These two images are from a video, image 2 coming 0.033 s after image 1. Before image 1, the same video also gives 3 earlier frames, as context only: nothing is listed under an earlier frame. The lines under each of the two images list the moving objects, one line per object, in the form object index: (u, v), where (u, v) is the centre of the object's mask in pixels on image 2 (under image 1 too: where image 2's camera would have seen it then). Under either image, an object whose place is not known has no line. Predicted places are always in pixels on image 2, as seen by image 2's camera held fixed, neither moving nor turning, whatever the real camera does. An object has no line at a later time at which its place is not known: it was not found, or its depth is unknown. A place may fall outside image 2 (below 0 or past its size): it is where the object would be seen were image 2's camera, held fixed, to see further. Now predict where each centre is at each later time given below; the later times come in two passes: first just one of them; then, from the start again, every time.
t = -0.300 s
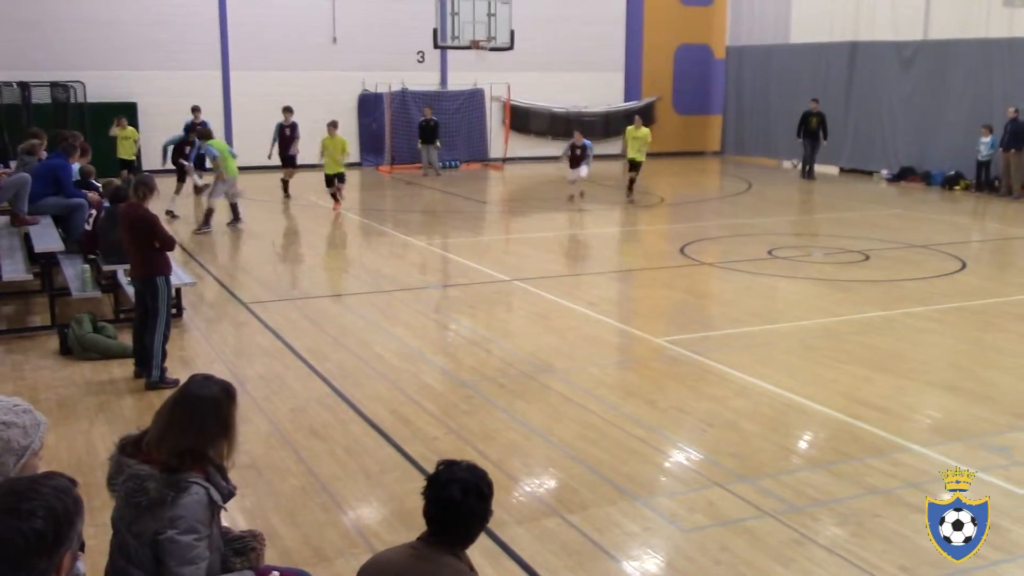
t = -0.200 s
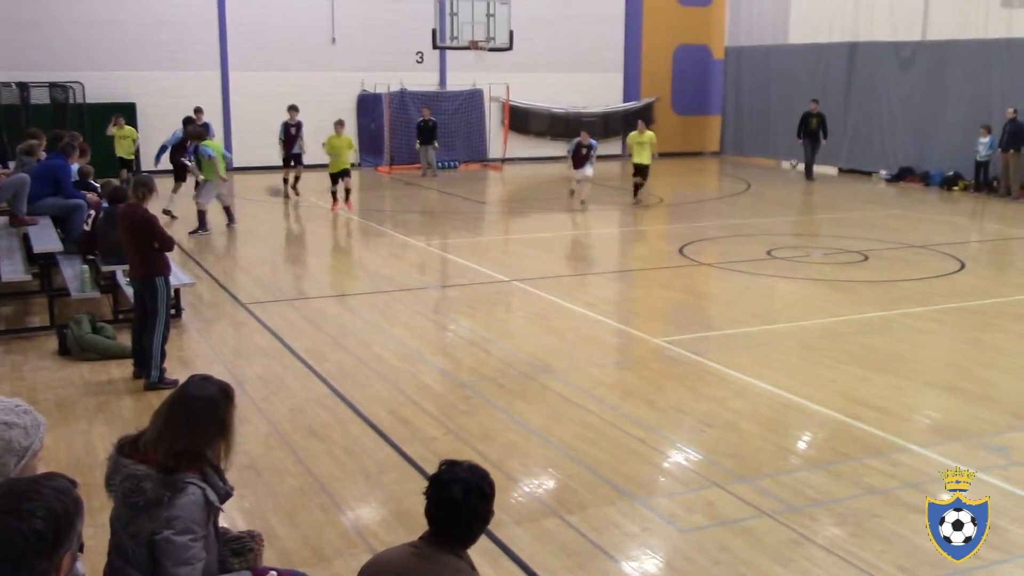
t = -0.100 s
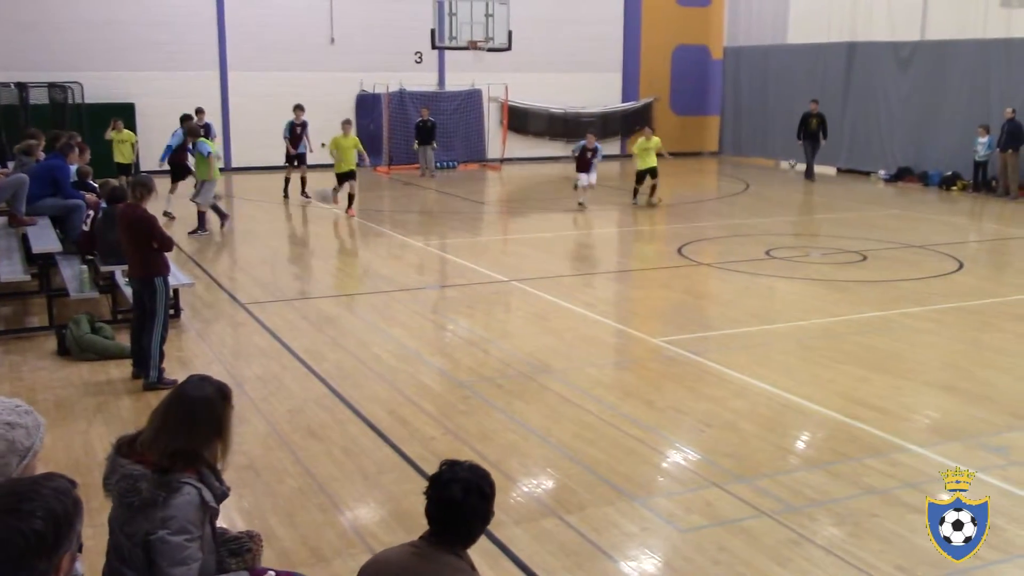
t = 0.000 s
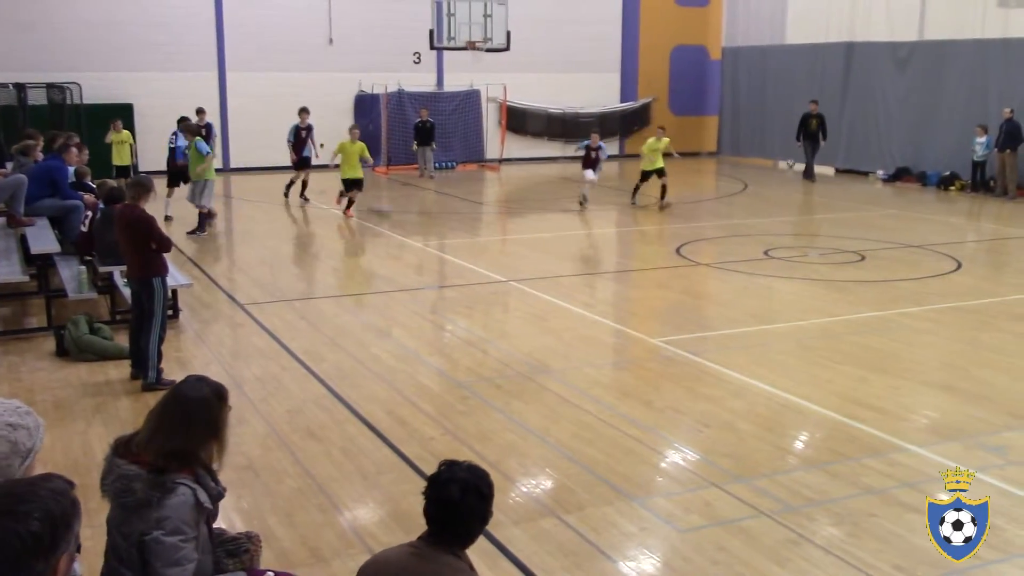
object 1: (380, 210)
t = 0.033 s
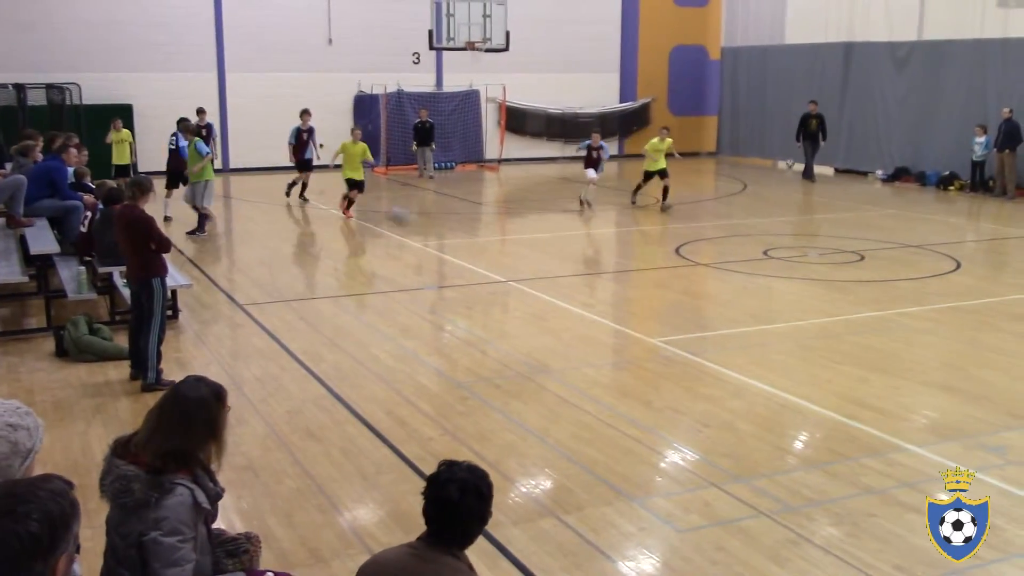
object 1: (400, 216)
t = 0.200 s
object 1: (509, 270)
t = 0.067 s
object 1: (420, 225)
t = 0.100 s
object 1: (440, 232)
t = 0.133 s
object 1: (465, 246)
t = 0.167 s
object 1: (486, 256)
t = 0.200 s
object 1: (509, 270)
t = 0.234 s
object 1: (534, 284)
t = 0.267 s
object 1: (560, 302)
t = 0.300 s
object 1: (583, 305)
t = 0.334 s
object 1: (603, 304)
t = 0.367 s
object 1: (622, 304)
